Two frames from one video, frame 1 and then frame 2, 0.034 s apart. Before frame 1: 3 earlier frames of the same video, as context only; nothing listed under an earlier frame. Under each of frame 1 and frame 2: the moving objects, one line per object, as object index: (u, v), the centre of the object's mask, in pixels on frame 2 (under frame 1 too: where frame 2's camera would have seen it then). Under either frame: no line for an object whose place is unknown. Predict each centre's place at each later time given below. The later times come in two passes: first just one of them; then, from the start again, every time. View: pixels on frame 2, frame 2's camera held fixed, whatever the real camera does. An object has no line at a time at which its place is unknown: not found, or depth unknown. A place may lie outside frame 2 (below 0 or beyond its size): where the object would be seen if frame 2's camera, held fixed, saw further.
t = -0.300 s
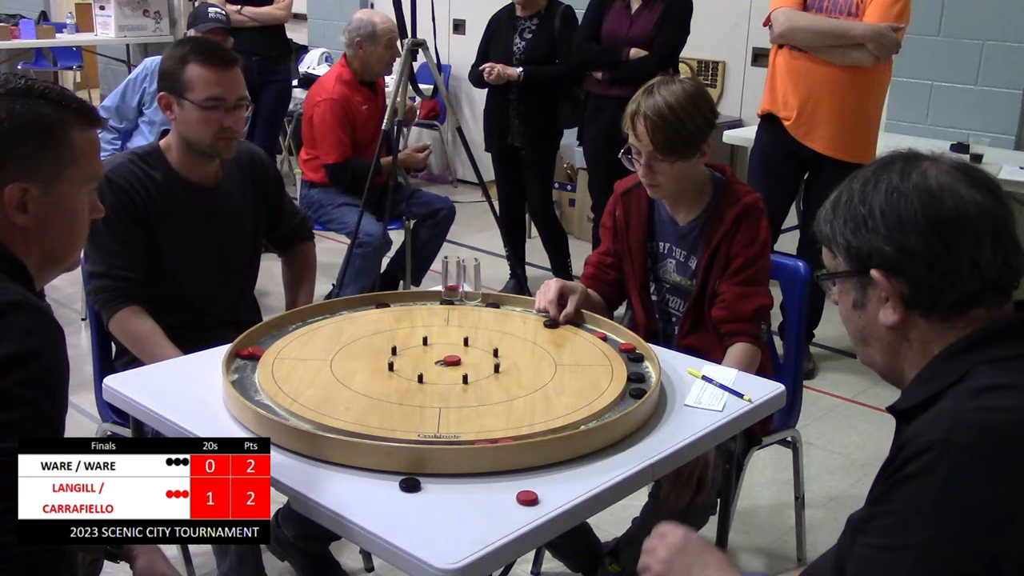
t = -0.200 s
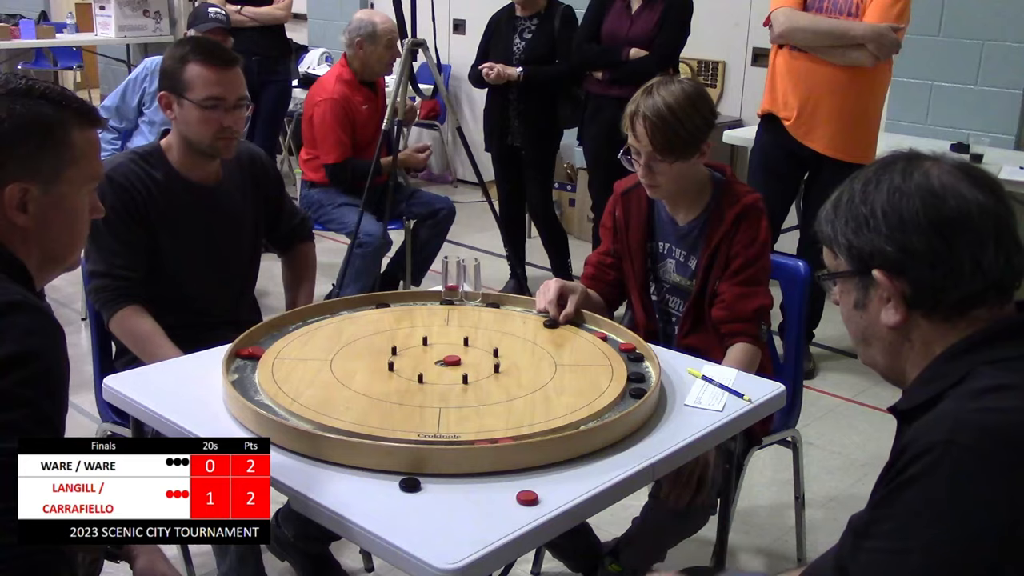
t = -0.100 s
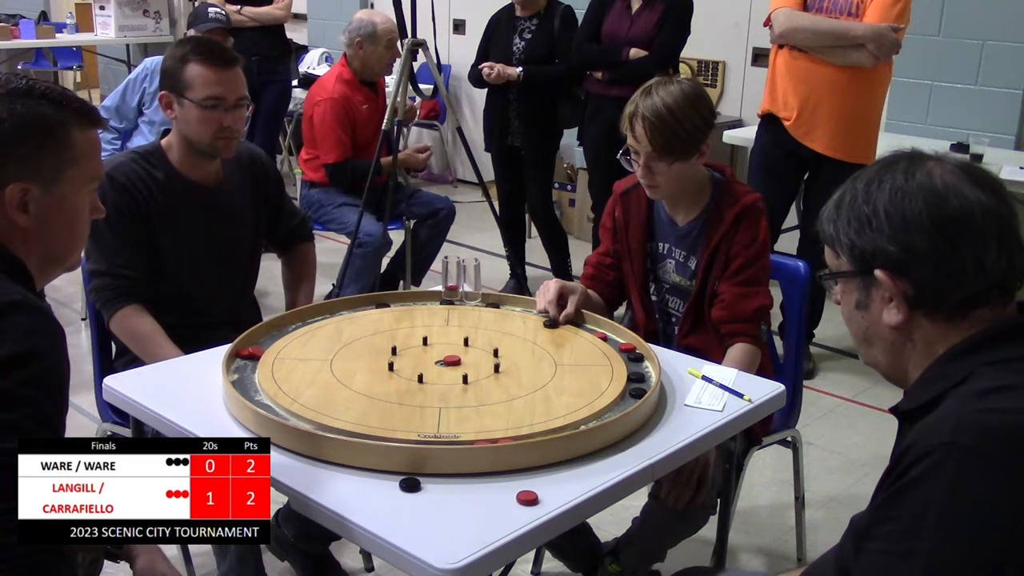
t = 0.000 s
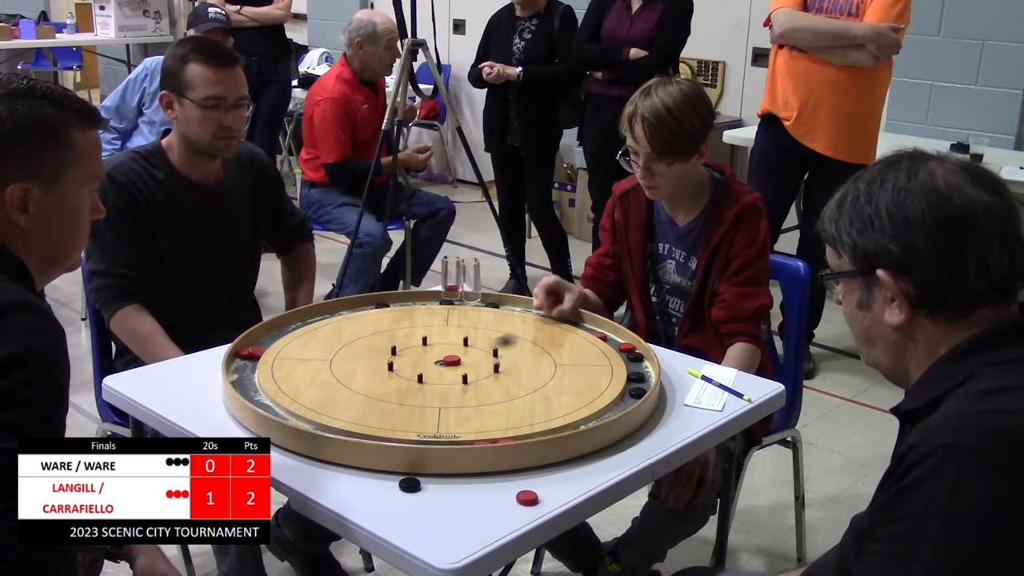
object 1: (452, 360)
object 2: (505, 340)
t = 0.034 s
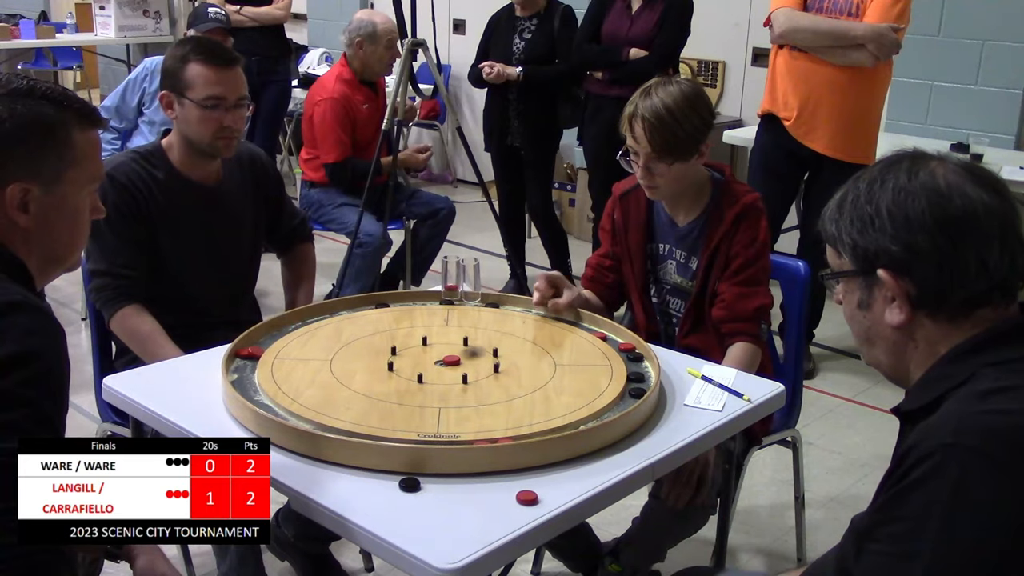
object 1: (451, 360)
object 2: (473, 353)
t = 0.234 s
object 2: (449, 360)
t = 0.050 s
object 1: (444, 362)
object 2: (463, 356)
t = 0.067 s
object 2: (455, 359)
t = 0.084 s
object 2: (453, 359)
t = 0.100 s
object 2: (452, 359)
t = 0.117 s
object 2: (452, 359)
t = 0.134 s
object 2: (451, 359)
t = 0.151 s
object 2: (450, 360)
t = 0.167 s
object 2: (450, 360)
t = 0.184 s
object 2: (449, 360)
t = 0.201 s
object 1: (314, 407)
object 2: (449, 360)
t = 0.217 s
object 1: (297, 410)
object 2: (449, 360)
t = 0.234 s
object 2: (449, 360)
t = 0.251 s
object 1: (292, 408)
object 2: (449, 360)
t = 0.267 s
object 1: (301, 405)
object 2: (449, 360)
